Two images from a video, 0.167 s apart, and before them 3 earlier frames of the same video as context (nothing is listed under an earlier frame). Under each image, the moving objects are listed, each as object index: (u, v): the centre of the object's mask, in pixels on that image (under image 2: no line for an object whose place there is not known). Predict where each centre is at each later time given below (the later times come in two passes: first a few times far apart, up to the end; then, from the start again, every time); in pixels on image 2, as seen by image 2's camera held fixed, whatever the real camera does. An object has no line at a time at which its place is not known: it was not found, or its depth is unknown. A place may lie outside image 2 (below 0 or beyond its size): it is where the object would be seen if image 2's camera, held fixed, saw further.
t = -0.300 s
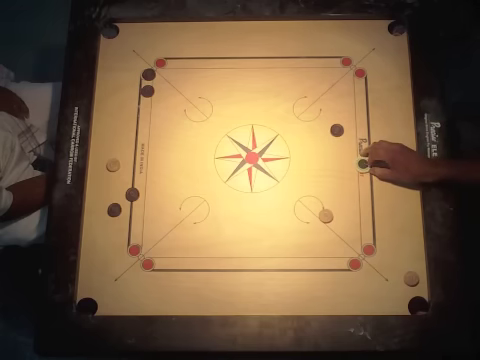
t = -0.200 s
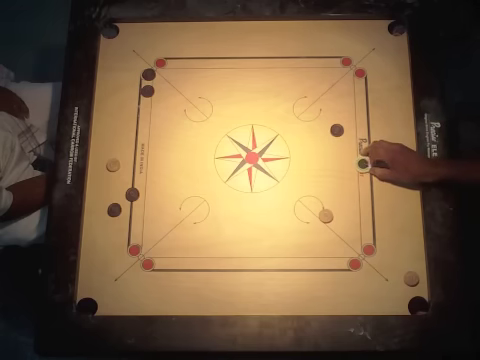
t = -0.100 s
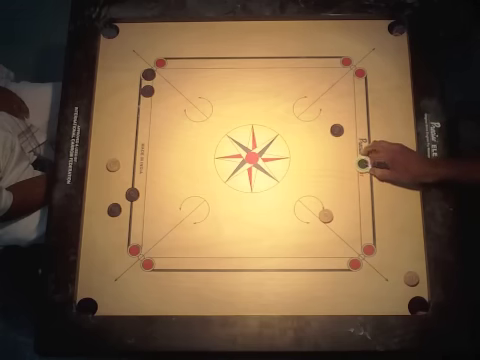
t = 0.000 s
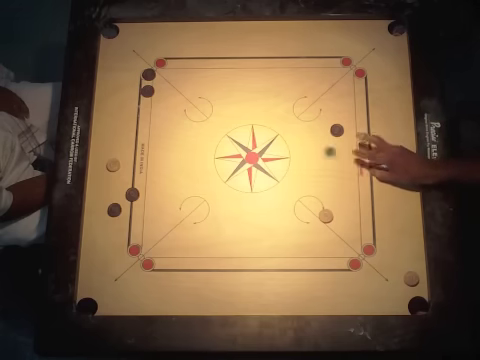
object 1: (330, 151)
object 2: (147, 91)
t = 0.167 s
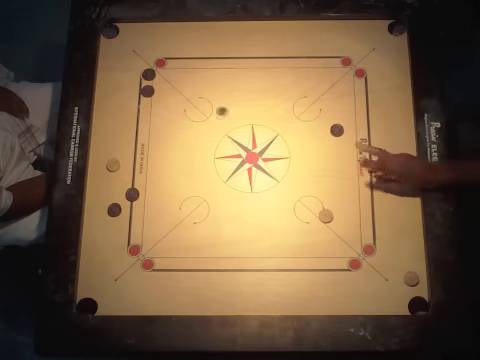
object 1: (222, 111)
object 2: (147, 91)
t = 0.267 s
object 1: (165, 90)
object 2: (147, 91)
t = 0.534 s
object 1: (155, 61)
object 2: (104, 102)
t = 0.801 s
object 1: (166, 50)
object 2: (117, 108)
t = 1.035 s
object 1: (166, 50)
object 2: (117, 108)
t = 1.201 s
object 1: (166, 50)
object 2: (117, 108)
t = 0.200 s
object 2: (147, 91)
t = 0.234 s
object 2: (147, 91)
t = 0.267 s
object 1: (165, 90)
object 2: (147, 91)
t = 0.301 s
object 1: (155, 84)
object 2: (127, 90)
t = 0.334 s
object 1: (150, 82)
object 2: (104, 90)
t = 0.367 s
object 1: (144, 79)
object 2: (116, 87)
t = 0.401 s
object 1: (142, 77)
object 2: (124, 86)
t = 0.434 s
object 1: (146, 72)
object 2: (116, 91)
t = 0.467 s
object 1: (150, 68)
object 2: (108, 95)
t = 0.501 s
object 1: (153, 65)
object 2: (101, 99)
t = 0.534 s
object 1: (155, 61)
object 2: (104, 102)
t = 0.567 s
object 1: (158, 59)
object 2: (108, 103)
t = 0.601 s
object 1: (159, 56)
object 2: (111, 105)
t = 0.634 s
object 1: (161, 54)
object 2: (113, 106)
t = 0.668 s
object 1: (163, 53)
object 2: (115, 107)
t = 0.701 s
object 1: (164, 52)
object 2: (117, 108)
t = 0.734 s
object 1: (165, 51)
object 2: (117, 108)
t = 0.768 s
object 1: (165, 50)
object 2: (117, 108)
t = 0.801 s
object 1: (166, 50)
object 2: (117, 108)
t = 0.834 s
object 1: (166, 50)
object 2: (117, 108)
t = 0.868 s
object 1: (166, 50)
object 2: (118, 108)
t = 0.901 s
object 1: (166, 50)
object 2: (117, 108)
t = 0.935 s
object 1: (166, 50)
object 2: (118, 108)
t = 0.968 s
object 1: (166, 50)
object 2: (117, 108)
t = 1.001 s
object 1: (166, 50)
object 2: (117, 108)
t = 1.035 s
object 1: (166, 50)
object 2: (117, 108)
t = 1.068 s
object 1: (166, 50)
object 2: (117, 108)
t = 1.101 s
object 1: (166, 50)
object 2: (118, 108)
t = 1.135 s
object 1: (166, 50)
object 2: (118, 108)
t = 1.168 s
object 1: (166, 50)
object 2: (118, 108)
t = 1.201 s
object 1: (166, 50)
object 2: (117, 108)
